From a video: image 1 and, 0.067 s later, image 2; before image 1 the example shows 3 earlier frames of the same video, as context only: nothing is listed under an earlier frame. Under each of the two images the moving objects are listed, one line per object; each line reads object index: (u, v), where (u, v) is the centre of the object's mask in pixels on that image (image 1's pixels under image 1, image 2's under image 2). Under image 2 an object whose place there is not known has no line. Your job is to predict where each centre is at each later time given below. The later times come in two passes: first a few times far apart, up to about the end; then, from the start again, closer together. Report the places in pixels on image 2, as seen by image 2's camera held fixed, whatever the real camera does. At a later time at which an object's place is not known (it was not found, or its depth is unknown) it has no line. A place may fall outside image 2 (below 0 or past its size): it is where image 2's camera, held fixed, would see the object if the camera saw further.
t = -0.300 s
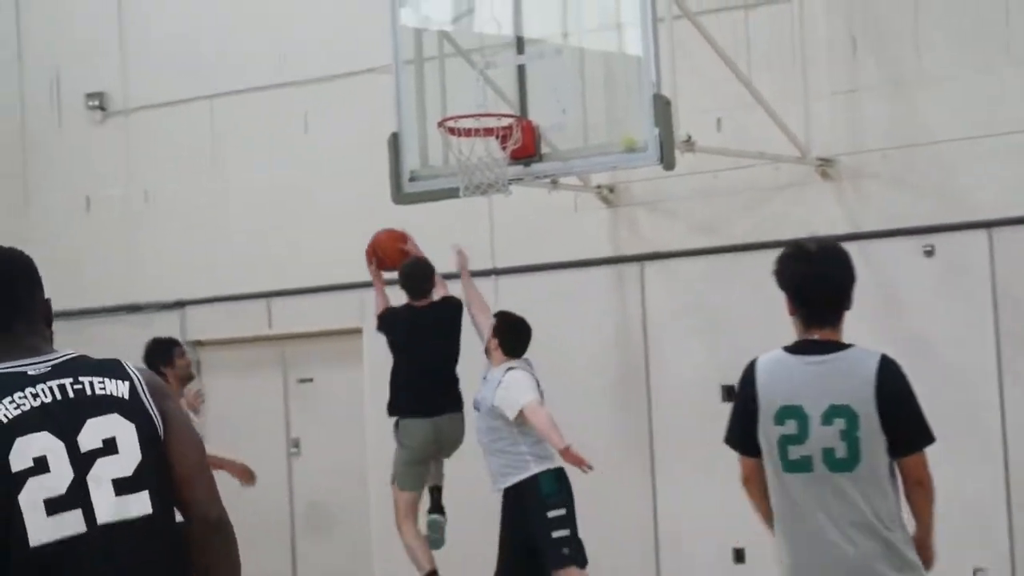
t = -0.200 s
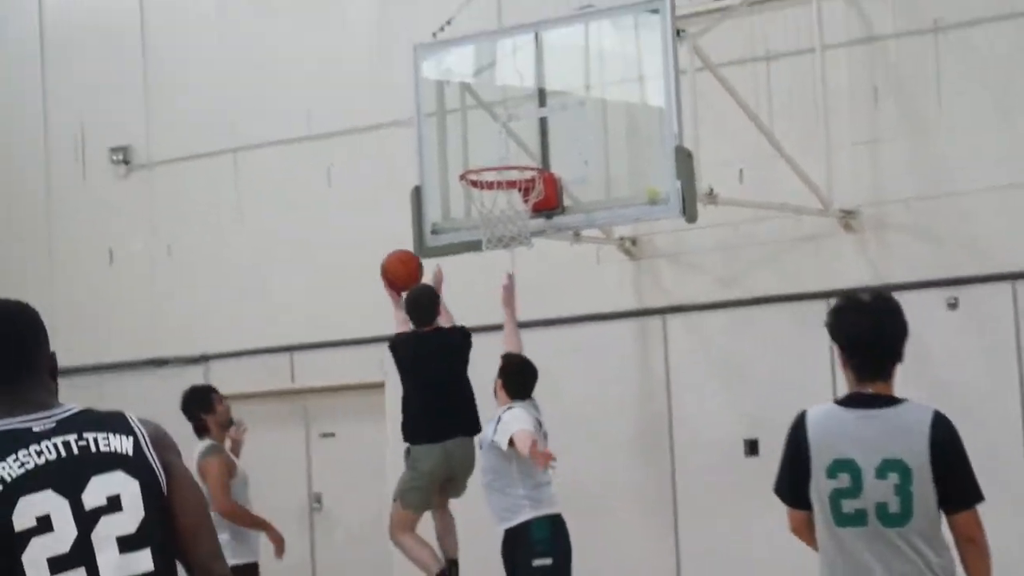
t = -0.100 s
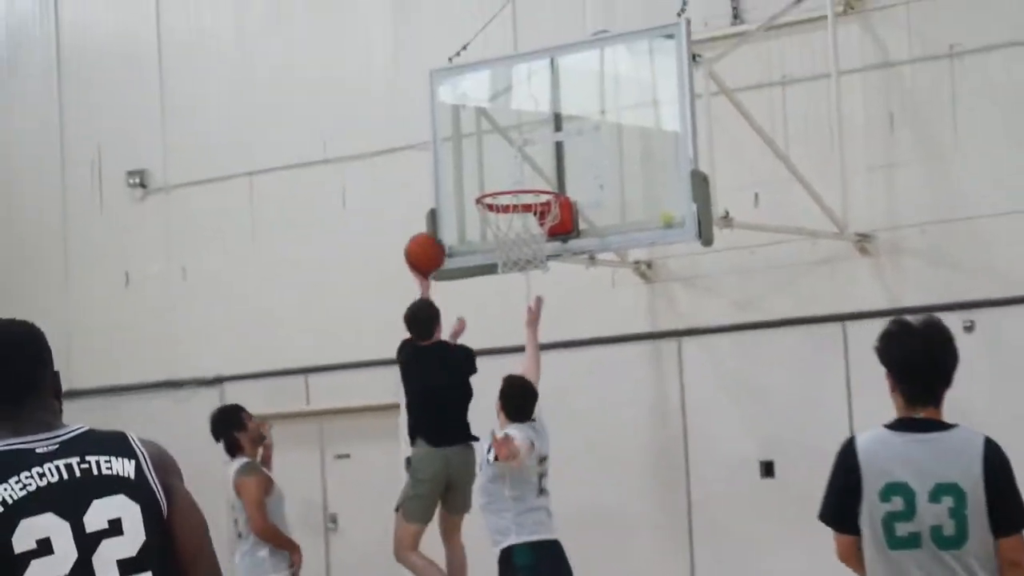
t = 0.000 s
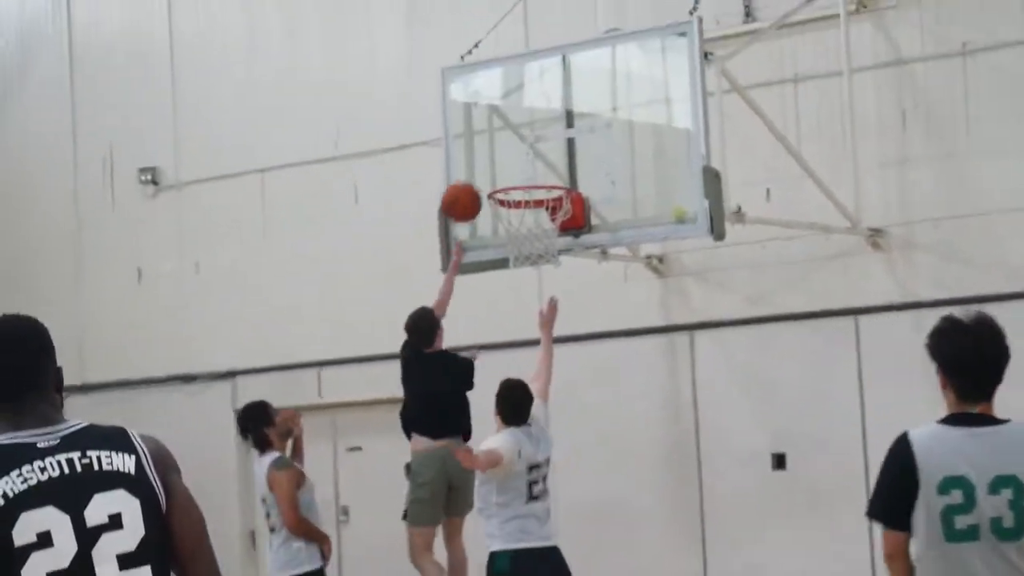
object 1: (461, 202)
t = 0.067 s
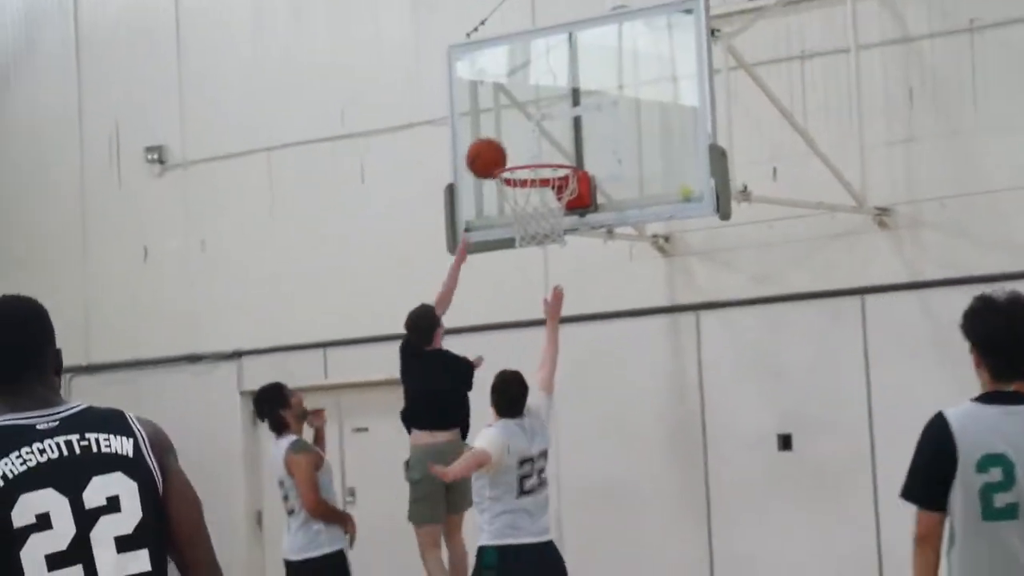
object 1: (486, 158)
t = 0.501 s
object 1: (568, 144)
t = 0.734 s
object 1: (549, 155)
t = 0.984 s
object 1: (534, 227)
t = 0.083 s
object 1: (491, 153)
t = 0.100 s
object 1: (496, 149)
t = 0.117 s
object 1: (501, 145)
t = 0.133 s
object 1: (506, 142)
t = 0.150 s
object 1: (511, 139)
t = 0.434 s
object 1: (572, 150)
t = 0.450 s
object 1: (573, 151)
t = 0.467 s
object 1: (571, 149)
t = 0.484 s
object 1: (570, 147)
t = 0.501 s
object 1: (568, 144)
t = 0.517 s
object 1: (567, 142)
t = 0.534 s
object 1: (565, 140)
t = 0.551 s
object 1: (564, 139)
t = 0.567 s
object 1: (562, 139)
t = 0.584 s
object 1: (560, 138)
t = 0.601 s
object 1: (559, 138)
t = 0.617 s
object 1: (558, 139)
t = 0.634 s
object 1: (557, 140)
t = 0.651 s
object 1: (556, 142)
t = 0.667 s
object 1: (554, 144)
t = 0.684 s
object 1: (553, 146)
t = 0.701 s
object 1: (551, 150)
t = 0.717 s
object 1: (550, 154)
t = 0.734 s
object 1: (549, 155)
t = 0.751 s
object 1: (548, 157)
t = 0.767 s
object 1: (547, 159)
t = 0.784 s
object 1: (547, 174)
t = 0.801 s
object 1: (544, 181)
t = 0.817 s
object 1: (540, 188)
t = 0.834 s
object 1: (541, 193)
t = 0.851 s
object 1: (542, 198)
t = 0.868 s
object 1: (538, 205)
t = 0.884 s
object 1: (538, 210)
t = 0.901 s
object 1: (537, 215)
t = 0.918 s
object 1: (536, 218)
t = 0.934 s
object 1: (535, 221)
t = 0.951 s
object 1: (535, 224)
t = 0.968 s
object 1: (534, 226)
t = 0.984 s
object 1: (534, 227)
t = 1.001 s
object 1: (533, 230)
